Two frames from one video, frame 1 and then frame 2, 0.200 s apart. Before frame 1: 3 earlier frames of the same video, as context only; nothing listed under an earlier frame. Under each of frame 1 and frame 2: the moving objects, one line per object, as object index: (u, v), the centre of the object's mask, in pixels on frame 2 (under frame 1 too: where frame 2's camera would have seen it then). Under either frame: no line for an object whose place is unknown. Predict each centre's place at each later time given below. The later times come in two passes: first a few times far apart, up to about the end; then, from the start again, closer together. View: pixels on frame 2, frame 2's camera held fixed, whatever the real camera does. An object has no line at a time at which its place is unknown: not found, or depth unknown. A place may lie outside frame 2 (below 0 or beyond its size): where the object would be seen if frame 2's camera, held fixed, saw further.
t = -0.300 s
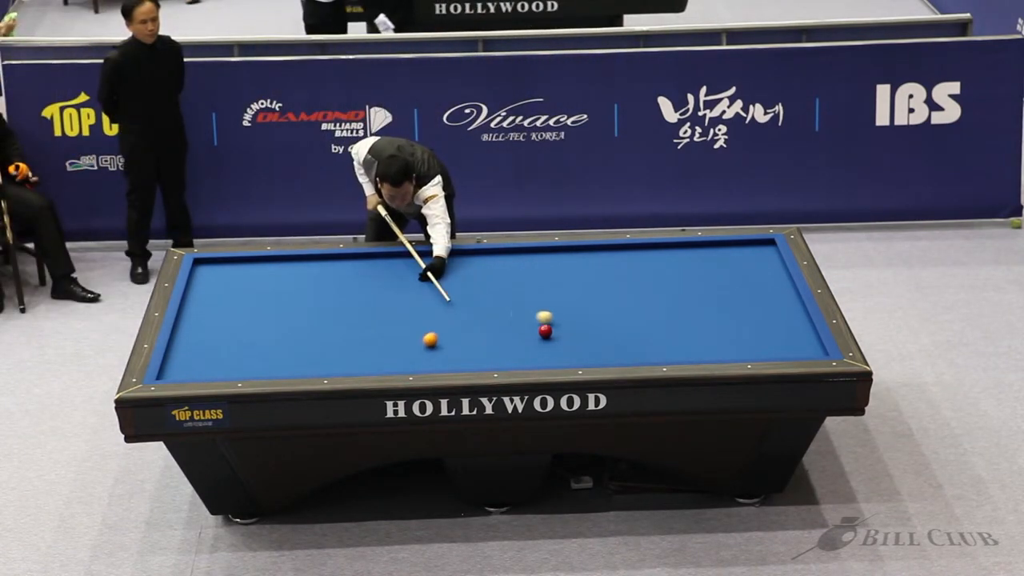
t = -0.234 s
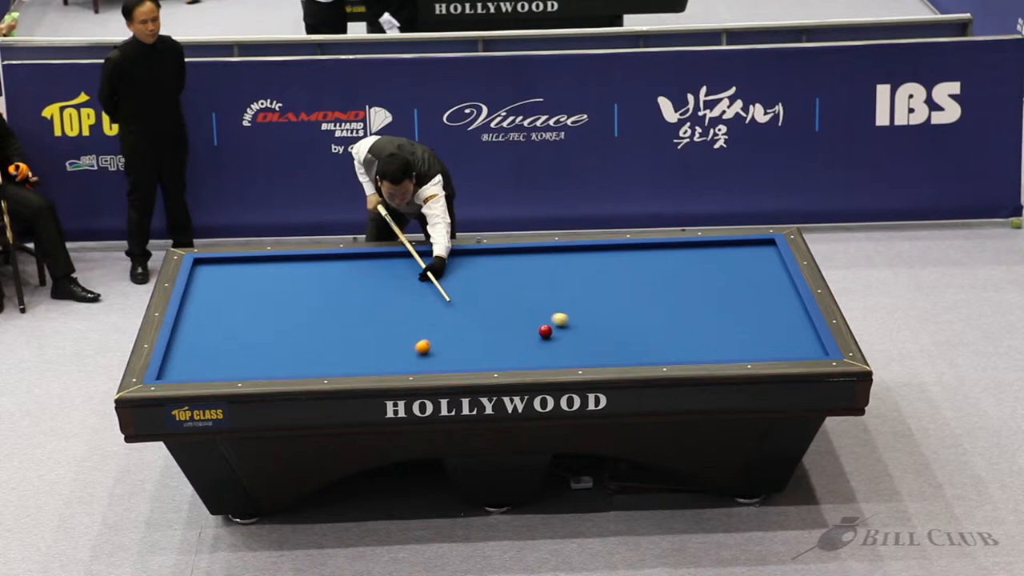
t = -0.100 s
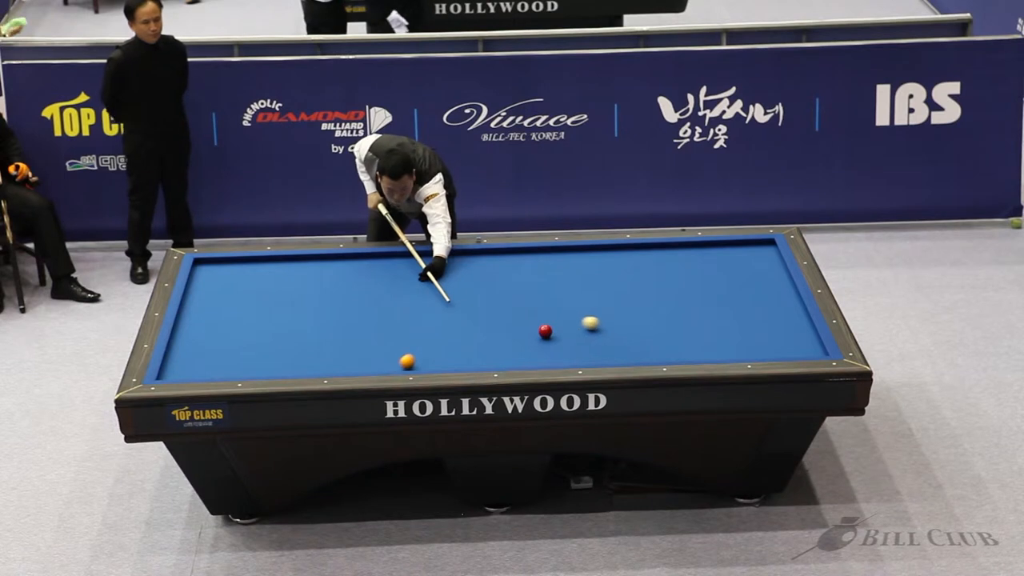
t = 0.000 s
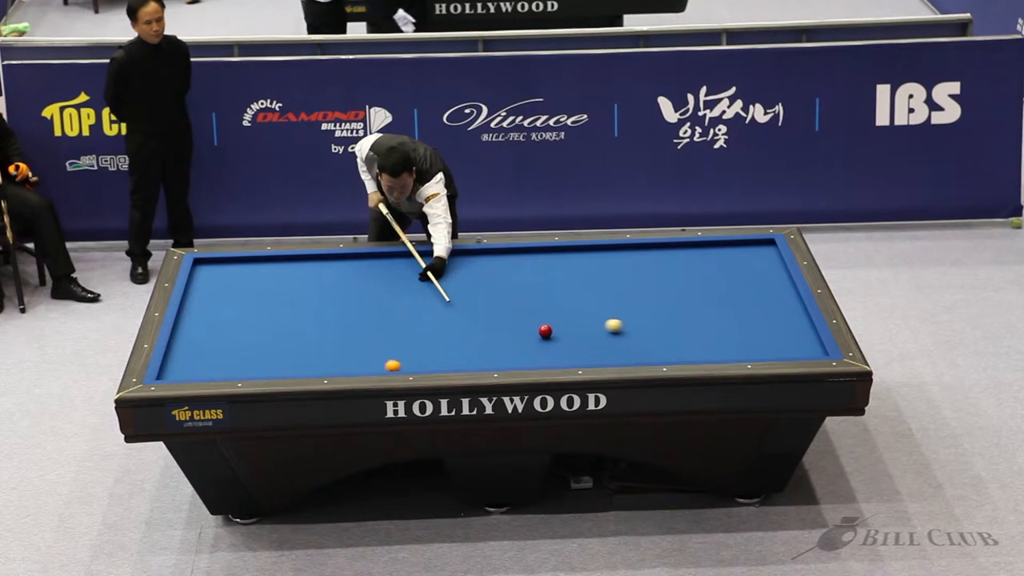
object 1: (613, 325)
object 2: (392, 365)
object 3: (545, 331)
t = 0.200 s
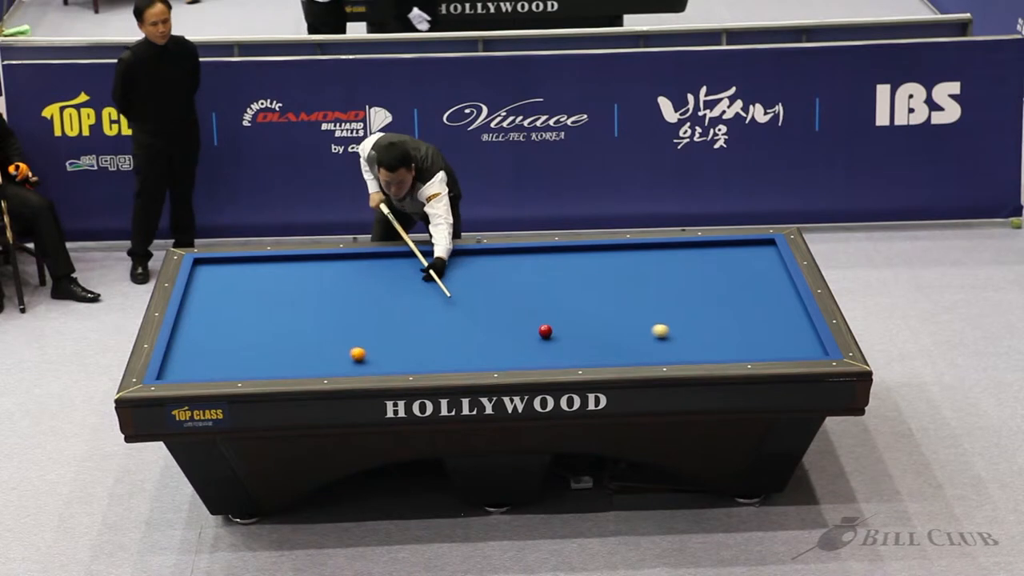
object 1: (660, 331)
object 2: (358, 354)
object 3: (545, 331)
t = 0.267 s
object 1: (675, 332)
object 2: (346, 350)
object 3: (545, 331)
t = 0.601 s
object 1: (754, 342)
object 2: (293, 334)
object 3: (545, 331)
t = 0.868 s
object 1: (817, 348)
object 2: (252, 322)
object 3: (545, 331)
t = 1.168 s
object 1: (779, 353)
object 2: (208, 309)
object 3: (545, 331)
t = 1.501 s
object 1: (743, 352)
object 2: (207, 293)
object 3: (545, 331)
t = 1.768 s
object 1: (715, 351)
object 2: (234, 280)
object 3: (545, 331)
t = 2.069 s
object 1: (684, 349)
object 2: (262, 266)
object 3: (545, 331)
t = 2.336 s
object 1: (658, 348)
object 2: (286, 260)
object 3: (545, 331)
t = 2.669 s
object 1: (626, 346)
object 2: (313, 267)
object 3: (545, 331)
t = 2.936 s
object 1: (602, 344)
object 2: (334, 273)
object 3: (545, 331)
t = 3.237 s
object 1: (576, 343)
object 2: (357, 280)
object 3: (545, 331)
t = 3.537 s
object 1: (552, 341)
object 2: (380, 286)
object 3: (545, 330)
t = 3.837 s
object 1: (528, 340)
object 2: (403, 292)
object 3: (545, 331)
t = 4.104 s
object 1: (508, 338)
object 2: (423, 297)
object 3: (545, 331)
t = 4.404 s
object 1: (486, 337)
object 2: (445, 303)
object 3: (545, 331)
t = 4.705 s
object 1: (466, 336)
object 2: (466, 309)
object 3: (545, 331)
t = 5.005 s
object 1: (446, 335)
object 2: (487, 314)
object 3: (545, 331)
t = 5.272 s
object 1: (430, 334)
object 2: (504, 319)
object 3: (545, 331)
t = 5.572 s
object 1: (412, 333)
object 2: (524, 325)
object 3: (545, 331)
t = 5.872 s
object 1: (395, 332)
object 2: (536, 328)
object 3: (551, 333)
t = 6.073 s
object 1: (384, 331)
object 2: (539, 328)
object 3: (559, 335)
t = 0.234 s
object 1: (668, 332)
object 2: (352, 352)
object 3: (545, 331)
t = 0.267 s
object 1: (675, 332)
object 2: (346, 350)
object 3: (545, 331)
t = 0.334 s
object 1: (691, 334)
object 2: (335, 347)
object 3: (545, 331)
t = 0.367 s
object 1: (699, 335)
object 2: (330, 345)
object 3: (545, 331)
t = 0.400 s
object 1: (707, 336)
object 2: (324, 344)
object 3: (545, 331)
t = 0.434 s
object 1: (714, 337)
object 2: (319, 342)
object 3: (545, 331)
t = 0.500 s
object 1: (730, 339)
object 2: (308, 339)
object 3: (545, 331)
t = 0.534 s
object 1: (738, 340)
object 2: (303, 337)
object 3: (545, 331)
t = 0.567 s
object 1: (746, 341)
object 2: (298, 336)
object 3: (545, 331)
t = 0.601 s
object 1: (754, 342)
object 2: (293, 334)
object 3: (545, 331)
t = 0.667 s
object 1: (770, 343)
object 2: (282, 331)
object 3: (545, 331)
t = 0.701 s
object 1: (778, 344)
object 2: (277, 330)
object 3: (545, 331)
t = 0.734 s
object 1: (785, 345)
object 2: (272, 328)
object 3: (545, 331)
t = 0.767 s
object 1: (794, 346)
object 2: (267, 327)
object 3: (545, 331)
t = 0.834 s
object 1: (809, 348)
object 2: (256, 324)
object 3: (545, 331)
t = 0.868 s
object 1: (817, 348)
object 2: (252, 322)
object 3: (545, 331)
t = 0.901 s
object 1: (815, 349)
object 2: (247, 321)
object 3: (545, 331)
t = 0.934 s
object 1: (809, 349)
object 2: (242, 319)
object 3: (545, 331)
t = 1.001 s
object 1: (799, 351)
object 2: (232, 316)
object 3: (545, 331)
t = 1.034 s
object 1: (795, 352)
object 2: (227, 315)
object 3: (545, 331)
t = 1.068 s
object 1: (791, 352)
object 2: (222, 313)
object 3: (545, 331)
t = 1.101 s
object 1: (787, 353)
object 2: (217, 312)
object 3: (545, 331)
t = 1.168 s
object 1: (779, 353)
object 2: (208, 309)
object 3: (545, 331)
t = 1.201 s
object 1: (776, 353)
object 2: (203, 307)
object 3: (545, 331)
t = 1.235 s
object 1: (772, 353)
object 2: (198, 306)
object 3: (545, 331)
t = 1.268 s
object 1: (768, 353)
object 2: (193, 305)
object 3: (545, 331)
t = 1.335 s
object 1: (761, 353)
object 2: (188, 302)
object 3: (545, 331)
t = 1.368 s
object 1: (757, 353)
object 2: (192, 300)
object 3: (545, 331)
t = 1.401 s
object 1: (753, 352)
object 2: (197, 298)
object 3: (545, 331)
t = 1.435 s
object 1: (750, 352)
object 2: (200, 296)
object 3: (545, 331)
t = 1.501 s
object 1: (743, 352)
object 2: (207, 293)
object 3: (545, 331)
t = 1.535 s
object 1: (739, 352)
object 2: (211, 292)
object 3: (545, 331)
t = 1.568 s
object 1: (736, 352)
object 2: (214, 290)
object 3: (545, 331)
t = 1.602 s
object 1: (732, 351)
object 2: (217, 288)
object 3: (545, 331)
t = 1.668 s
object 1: (725, 351)
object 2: (224, 285)
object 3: (545, 331)
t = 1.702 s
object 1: (721, 351)
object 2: (227, 283)
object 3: (545, 331)
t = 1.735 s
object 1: (718, 351)
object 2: (231, 282)
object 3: (545, 331)
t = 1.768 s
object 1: (715, 351)
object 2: (234, 280)
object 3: (545, 331)
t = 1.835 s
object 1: (708, 351)
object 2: (240, 277)
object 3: (545, 331)
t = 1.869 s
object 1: (704, 351)
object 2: (244, 275)
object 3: (545, 331)
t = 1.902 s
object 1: (701, 351)
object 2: (247, 274)
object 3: (545, 331)
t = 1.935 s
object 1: (697, 350)
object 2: (250, 272)
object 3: (545, 331)
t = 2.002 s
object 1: (690, 350)
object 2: (256, 269)
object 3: (545, 331)
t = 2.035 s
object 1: (687, 349)
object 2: (259, 268)
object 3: (545, 331)
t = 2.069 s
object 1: (684, 349)
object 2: (262, 266)
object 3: (545, 331)
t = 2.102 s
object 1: (680, 349)
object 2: (265, 264)
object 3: (545, 331)
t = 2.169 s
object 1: (674, 349)
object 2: (272, 261)
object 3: (545, 331)
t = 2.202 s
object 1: (671, 348)
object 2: (274, 260)
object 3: (545, 331)
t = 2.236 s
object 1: (667, 348)
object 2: (277, 259)
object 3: (545, 331)
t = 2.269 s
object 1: (664, 348)
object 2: (280, 258)
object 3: (545, 331)
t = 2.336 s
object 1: (658, 348)
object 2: (286, 260)
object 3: (545, 331)
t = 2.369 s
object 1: (654, 348)
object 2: (288, 261)
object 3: (545, 331)
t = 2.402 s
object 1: (651, 347)
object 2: (291, 261)
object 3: (545, 331)
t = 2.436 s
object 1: (648, 347)
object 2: (294, 262)
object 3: (545, 331)
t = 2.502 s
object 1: (642, 347)
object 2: (299, 264)
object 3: (545, 331)
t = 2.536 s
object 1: (639, 347)
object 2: (302, 264)
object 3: (545, 331)
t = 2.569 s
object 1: (636, 346)
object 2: (305, 265)
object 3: (545, 331)
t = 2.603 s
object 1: (633, 346)
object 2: (307, 266)
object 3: (545, 331)
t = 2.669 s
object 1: (626, 346)
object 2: (313, 267)
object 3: (545, 331)
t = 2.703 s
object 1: (623, 346)
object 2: (315, 268)
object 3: (545, 331)
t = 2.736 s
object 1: (620, 346)
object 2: (318, 269)
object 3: (545, 331)
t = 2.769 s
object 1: (617, 345)
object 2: (320, 270)
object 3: (545, 331)
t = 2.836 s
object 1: (611, 345)
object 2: (326, 271)
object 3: (545, 331)
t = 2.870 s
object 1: (608, 345)
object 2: (329, 272)
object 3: (545, 331)
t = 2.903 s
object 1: (605, 344)
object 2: (331, 273)
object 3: (545, 331)
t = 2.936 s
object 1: (602, 344)
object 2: (334, 273)
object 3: (545, 331)
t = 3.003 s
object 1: (596, 344)
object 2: (339, 275)
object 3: (545, 331)
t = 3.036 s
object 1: (594, 344)
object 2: (342, 275)
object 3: (545, 331)
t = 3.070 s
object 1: (590, 344)
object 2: (344, 276)
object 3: (545, 331)
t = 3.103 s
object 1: (588, 343)
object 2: (347, 277)
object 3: (545, 331)
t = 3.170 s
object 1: (582, 343)
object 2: (352, 278)
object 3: (545, 331)
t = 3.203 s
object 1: (579, 343)
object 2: (354, 279)
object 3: (545, 331)
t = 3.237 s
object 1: (576, 343)
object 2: (357, 280)
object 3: (545, 331)
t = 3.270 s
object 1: (574, 343)
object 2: (360, 280)
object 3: (545, 331)
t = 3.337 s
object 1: (568, 342)
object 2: (365, 282)
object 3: (545, 331)
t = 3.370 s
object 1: (565, 342)
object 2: (367, 282)
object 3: (545, 331)
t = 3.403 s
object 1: (562, 342)
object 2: (370, 283)
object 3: (545, 331)
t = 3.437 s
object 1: (560, 342)
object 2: (373, 284)
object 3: (545, 331)
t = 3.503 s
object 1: (554, 341)
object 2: (377, 285)
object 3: (545, 331)
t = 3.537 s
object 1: (552, 341)
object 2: (380, 286)
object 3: (545, 330)
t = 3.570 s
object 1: (549, 341)
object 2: (383, 287)
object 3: (545, 330)
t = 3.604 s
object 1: (546, 341)
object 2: (385, 287)
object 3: (545, 329)
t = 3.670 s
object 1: (541, 340)
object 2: (390, 289)
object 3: (546, 330)
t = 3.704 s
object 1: (539, 340)
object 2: (393, 289)
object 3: (546, 330)
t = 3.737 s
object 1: (536, 340)
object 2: (395, 290)
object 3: (545, 331)
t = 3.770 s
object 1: (533, 340)
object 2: (398, 291)
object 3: (545, 331)
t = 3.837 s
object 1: (528, 340)
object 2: (403, 292)
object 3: (545, 331)
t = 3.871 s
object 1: (526, 340)
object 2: (405, 293)
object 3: (545, 331)
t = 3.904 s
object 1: (523, 339)
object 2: (408, 293)
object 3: (545, 331)
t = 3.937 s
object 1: (520, 339)
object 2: (410, 294)
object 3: (545, 331)
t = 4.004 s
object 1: (515, 339)
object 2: (415, 295)
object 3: (545, 331)
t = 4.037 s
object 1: (513, 339)
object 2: (418, 296)
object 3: (545, 331)
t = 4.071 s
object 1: (511, 339)
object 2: (420, 297)
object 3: (545, 331)
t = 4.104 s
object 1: (508, 338)
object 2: (423, 297)
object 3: (545, 331)
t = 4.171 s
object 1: (503, 338)
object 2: (428, 299)
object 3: (545, 331)
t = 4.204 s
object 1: (501, 338)
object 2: (430, 299)
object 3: (545, 331)
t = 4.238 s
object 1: (498, 338)
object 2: (432, 300)
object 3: (545, 331)
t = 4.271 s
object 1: (496, 338)
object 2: (435, 301)
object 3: (545, 331)
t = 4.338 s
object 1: (491, 338)
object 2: (440, 302)
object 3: (545, 331)
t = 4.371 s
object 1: (489, 337)
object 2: (442, 303)
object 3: (545, 331)
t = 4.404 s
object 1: (486, 337)
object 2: (445, 303)
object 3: (545, 331)
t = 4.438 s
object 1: (484, 337)
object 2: (447, 304)
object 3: (545, 331)
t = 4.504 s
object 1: (479, 337)
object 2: (452, 305)
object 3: (545, 331)
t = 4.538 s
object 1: (477, 337)
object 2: (454, 306)
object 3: (545, 331)
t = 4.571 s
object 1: (475, 336)
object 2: (456, 306)
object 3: (545, 331)
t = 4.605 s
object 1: (473, 336)
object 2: (459, 307)
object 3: (545, 331)
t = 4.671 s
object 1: (468, 336)
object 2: (464, 308)
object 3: (545, 331)
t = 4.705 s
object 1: (466, 336)
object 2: (466, 309)
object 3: (545, 331)
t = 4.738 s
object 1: (464, 336)
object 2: (468, 309)
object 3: (545, 331)
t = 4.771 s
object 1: (461, 336)
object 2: (471, 310)
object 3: (545, 331)
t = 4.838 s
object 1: (457, 335)
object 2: (475, 311)
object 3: (545, 331)
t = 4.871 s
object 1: (455, 335)
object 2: (478, 312)
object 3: (545, 331)
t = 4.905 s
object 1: (453, 335)
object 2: (480, 313)
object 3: (545, 331)
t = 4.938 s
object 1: (451, 335)
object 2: (482, 313)
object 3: (545, 331)
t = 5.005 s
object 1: (446, 335)
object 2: (487, 314)
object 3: (545, 331)
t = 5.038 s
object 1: (444, 335)
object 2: (489, 315)
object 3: (545, 331)
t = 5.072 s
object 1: (442, 335)
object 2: (491, 316)
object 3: (545, 331)
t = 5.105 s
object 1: (440, 334)
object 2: (494, 316)
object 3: (545, 331)
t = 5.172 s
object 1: (435, 334)
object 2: (498, 317)
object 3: (545, 331)
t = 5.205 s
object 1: (434, 334)
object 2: (500, 318)
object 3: (545, 331)
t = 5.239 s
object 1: (432, 334)
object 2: (502, 319)
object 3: (545, 331)
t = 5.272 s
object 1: (430, 334)
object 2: (504, 319)
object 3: (545, 331)
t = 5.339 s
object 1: (425, 334)
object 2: (509, 320)
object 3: (545, 331)
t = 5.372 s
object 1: (423, 334)
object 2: (511, 321)
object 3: (545, 331)
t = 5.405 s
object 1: (421, 333)
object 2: (513, 322)
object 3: (545, 331)
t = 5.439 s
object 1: (419, 333)
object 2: (515, 322)
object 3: (545, 331)
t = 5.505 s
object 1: (416, 333)
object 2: (520, 324)
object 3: (545, 331)
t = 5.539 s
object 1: (414, 333)
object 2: (522, 324)
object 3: (545, 331)
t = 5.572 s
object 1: (412, 333)
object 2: (524, 325)
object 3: (545, 331)
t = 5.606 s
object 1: (410, 333)
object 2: (526, 325)
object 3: (545, 331)
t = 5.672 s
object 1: (406, 332)
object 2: (530, 326)
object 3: (545, 331)
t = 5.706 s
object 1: (404, 333)
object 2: (532, 327)
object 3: (545, 331)
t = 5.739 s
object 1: (402, 332)
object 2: (534, 327)
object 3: (545, 331)
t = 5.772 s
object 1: (400, 332)
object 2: (534, 327)
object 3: (547, 331)
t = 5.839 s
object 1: (397, 332)
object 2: (536, 328)
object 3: (550, 332)
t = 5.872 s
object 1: (395, 332)
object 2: (536, 328)
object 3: (551, 333)
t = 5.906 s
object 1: (393, 332)
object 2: (537, 328)
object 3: (552, 333)
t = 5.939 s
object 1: (391, 332)
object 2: (537, 328)
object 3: (553, 333)
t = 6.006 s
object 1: (388, 331)
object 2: (538, 328)
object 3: (556, 334)
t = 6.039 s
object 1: (386, 331)
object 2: (538, 328)
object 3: (557, 334)
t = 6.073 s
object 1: (384, 331)
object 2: (539, 328)
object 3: (559, 335)
